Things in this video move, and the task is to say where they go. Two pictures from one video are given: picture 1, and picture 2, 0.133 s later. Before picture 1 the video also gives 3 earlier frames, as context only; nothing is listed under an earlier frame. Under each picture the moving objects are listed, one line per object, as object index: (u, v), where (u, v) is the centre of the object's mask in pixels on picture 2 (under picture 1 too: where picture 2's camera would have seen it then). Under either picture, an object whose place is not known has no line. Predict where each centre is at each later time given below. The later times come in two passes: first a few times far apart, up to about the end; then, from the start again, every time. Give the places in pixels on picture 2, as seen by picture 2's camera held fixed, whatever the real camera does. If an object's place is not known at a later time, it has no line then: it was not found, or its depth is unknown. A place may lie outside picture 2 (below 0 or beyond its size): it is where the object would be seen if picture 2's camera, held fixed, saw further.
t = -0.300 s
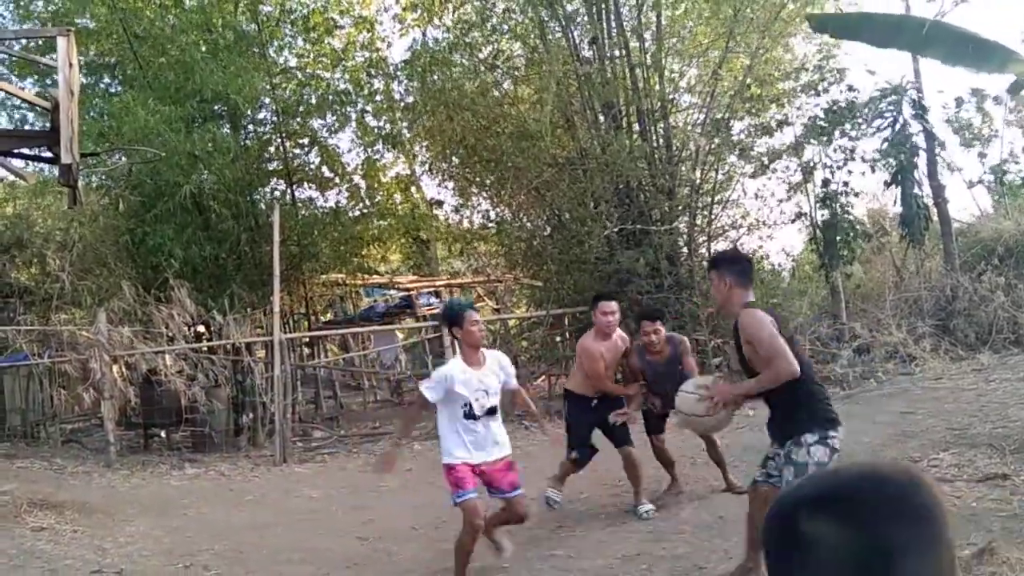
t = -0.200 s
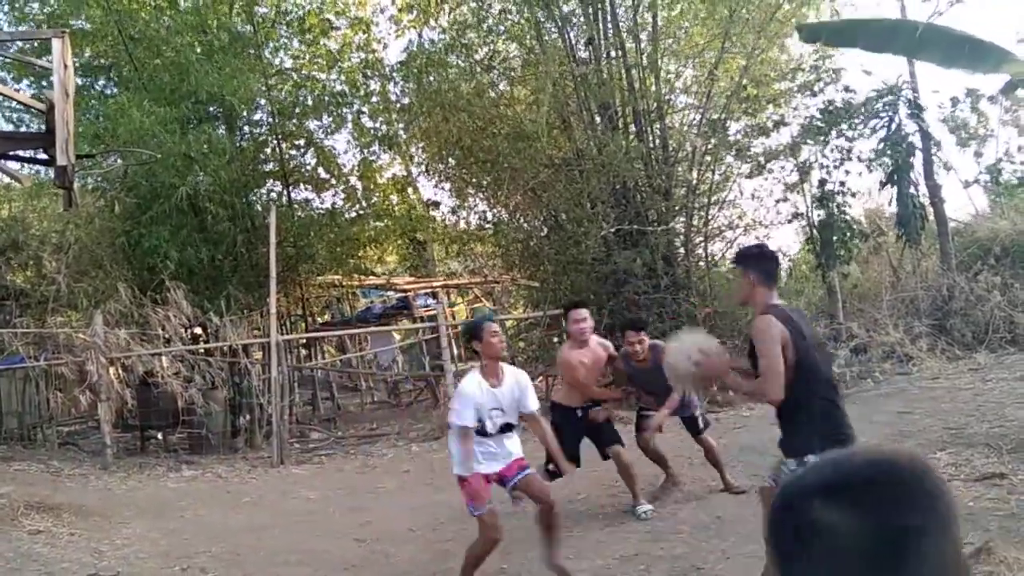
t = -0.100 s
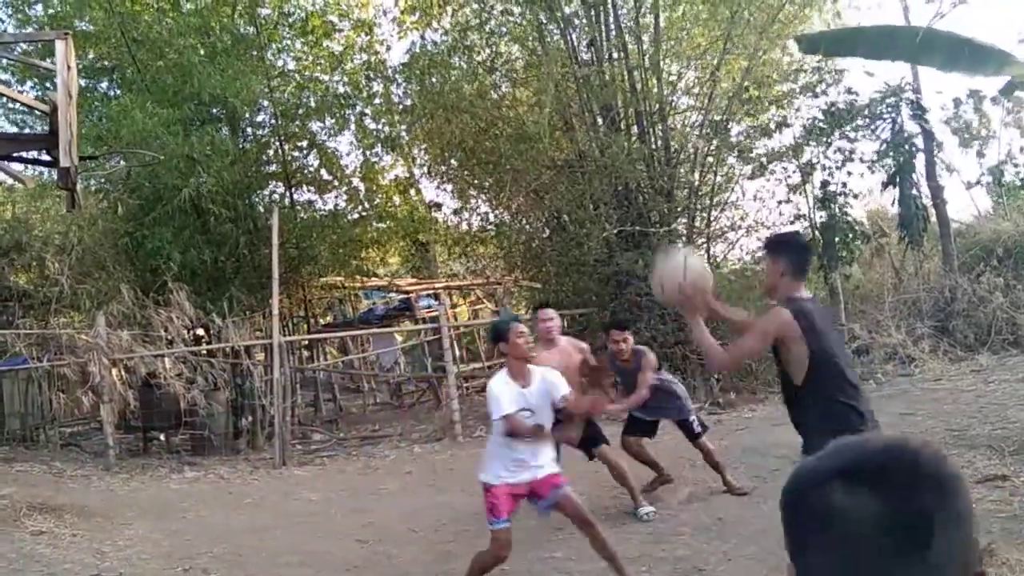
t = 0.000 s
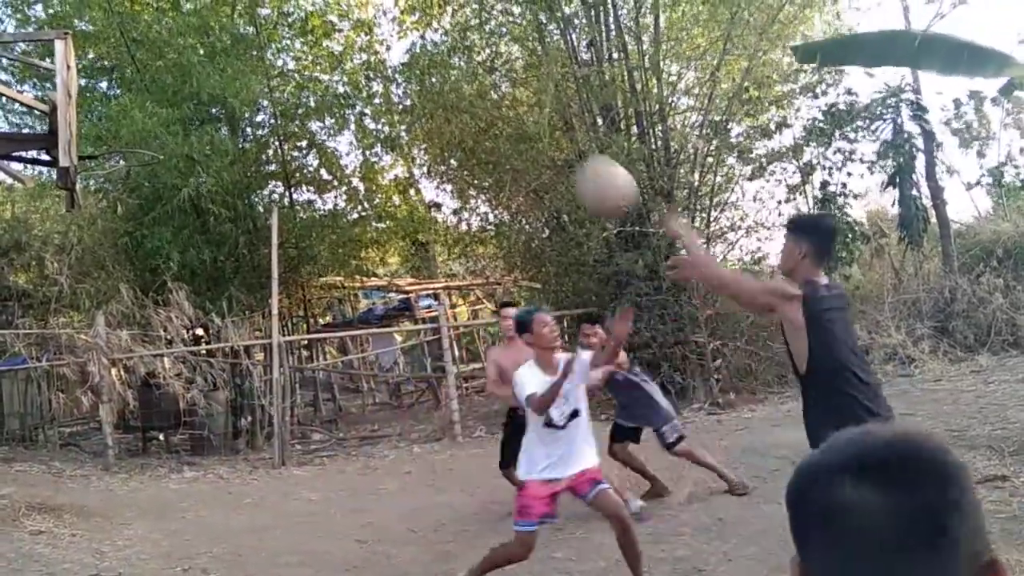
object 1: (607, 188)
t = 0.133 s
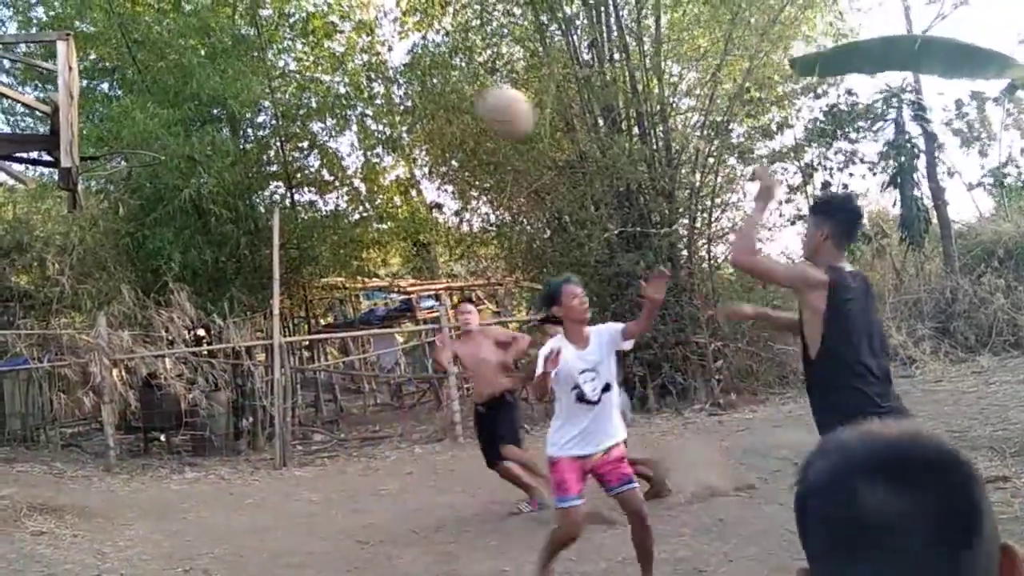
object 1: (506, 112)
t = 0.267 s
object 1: (429, 81)
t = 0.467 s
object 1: (342, 97)
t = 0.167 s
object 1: (485, 101)
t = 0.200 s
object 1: (464, 91)
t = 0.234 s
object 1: (446, 83)
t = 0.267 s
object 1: (429, 81)
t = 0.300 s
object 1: (412, 80)
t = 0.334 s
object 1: (398, 80)
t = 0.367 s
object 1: (382, 81)
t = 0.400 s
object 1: (369, 85)
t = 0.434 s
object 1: (355, 89)
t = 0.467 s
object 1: (342, 97)
